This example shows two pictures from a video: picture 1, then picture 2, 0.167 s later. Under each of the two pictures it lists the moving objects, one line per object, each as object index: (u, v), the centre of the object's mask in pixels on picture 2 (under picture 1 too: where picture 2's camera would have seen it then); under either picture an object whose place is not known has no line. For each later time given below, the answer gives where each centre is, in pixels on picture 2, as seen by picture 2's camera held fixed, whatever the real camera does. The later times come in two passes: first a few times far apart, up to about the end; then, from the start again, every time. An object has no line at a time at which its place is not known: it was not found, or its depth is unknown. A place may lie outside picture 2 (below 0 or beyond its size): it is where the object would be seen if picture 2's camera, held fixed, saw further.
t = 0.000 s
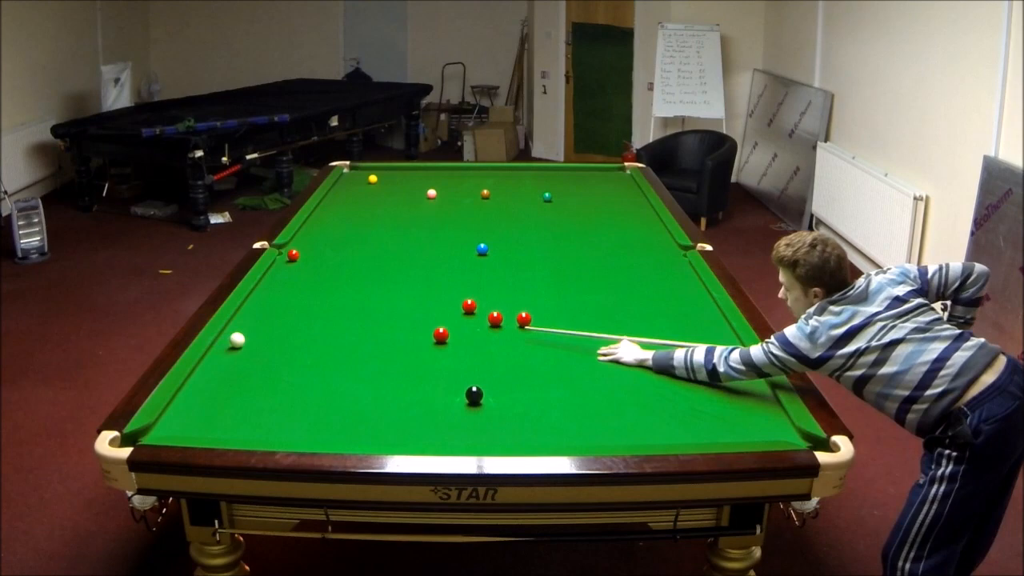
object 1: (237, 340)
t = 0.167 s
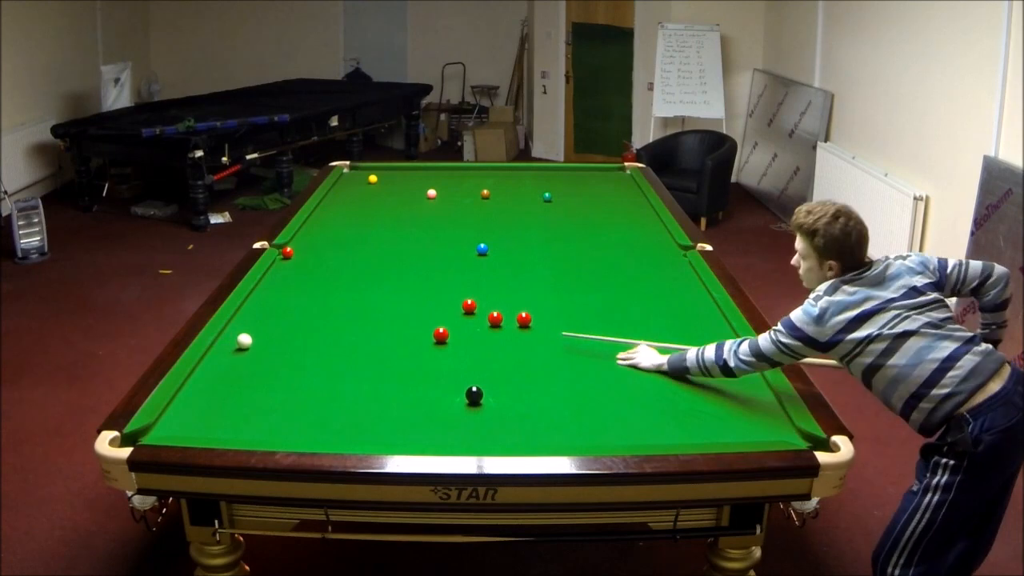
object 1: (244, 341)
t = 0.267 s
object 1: (248, 342)
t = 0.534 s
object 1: (259, 343)
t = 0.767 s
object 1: (266, 344)
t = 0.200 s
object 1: (246, 341)
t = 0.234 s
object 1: (247, 342)
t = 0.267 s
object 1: (248, 342)
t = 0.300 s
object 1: (250, 342)
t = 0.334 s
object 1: (251, 342)
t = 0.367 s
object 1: (252, 342)
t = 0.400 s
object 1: (254, 342)
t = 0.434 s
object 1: (255, 343)
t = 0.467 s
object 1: (256, 343)
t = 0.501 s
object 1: (257, 343)
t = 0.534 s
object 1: (259, 343)
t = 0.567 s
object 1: (260, 343)
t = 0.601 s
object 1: (261, 344)
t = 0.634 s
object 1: (262, 344)
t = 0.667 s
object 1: (263, 344)
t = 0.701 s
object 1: (264, 344)
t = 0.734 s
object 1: (265, 344)
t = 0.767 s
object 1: (266, 344)
